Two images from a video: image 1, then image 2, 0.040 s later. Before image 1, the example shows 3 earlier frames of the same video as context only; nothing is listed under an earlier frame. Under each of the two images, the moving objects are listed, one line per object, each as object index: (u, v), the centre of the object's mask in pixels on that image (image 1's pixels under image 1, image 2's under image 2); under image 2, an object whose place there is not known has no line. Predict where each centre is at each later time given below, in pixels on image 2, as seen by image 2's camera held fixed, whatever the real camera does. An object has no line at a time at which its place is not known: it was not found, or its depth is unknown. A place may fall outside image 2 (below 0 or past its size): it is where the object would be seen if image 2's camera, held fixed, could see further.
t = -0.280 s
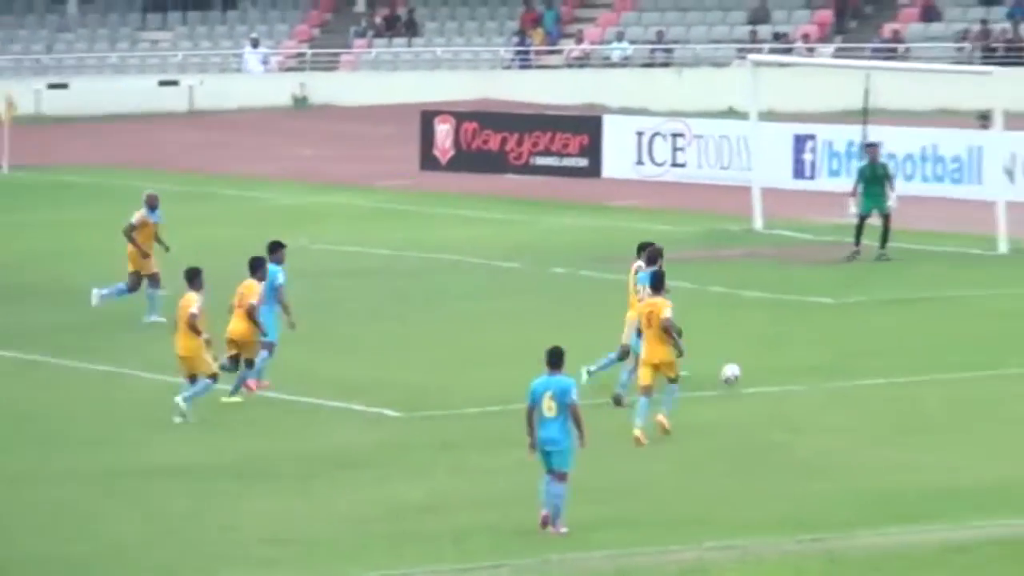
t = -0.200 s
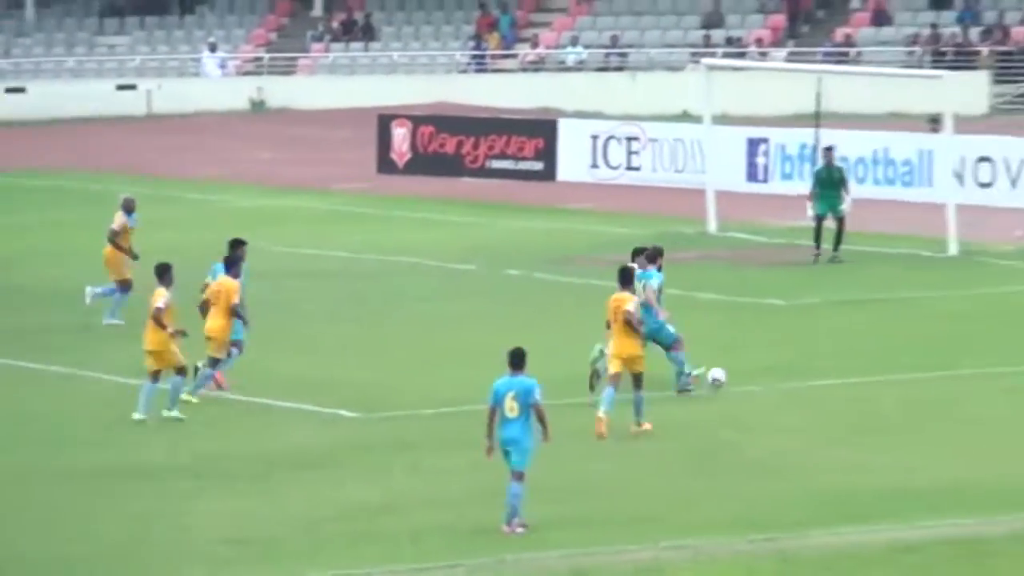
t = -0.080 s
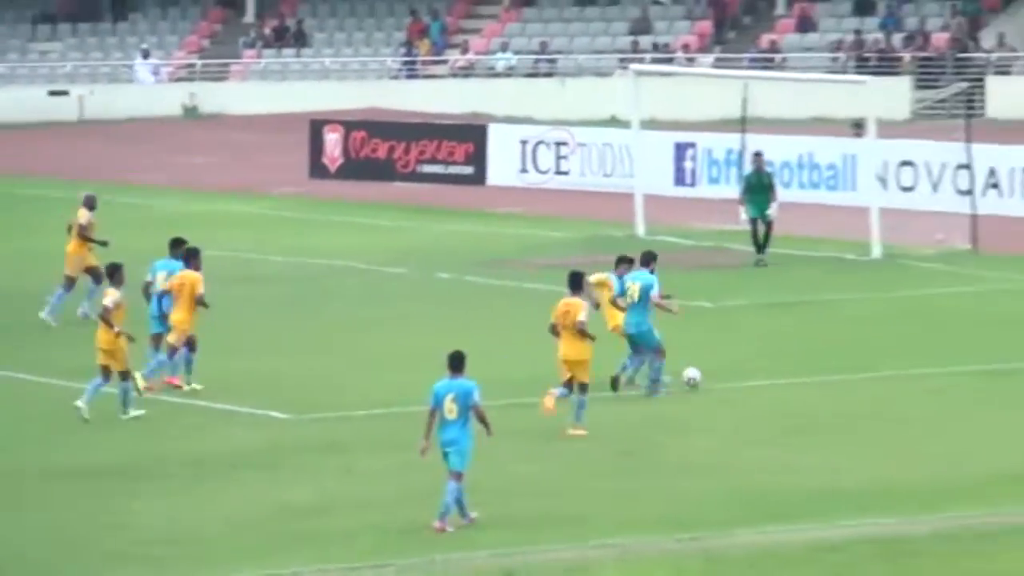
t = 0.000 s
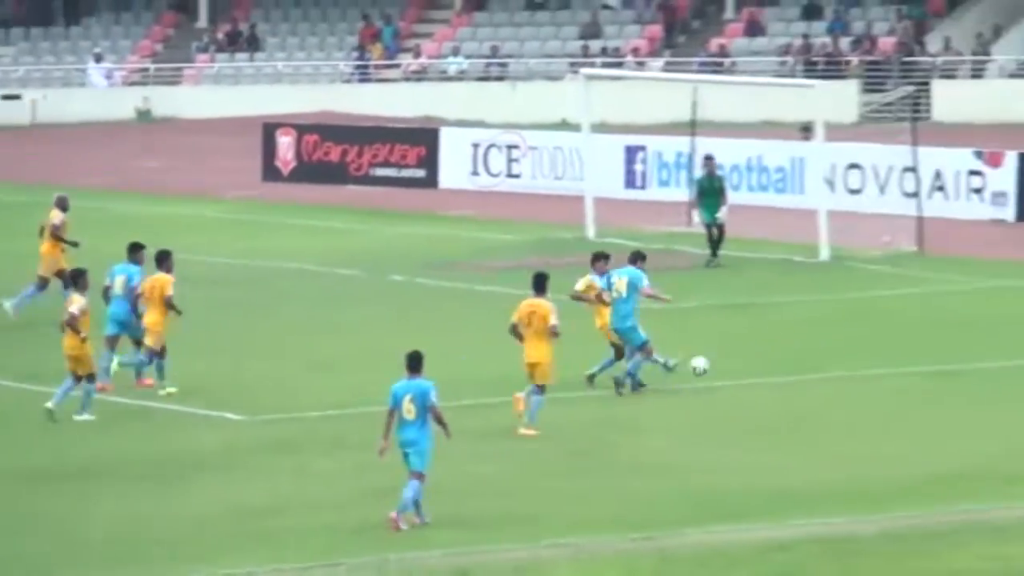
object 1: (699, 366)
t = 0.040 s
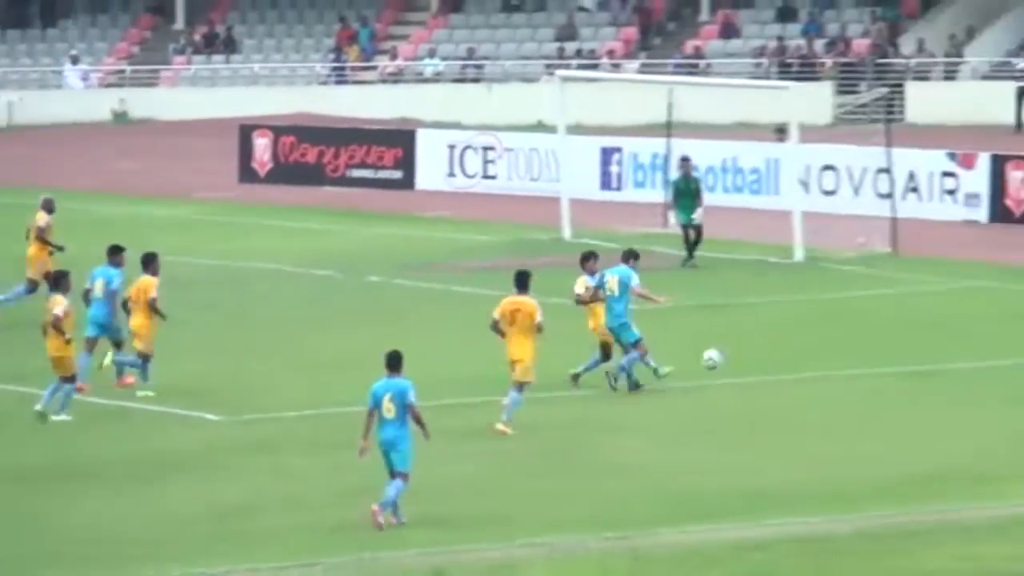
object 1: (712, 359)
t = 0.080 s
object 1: (749, 353)
